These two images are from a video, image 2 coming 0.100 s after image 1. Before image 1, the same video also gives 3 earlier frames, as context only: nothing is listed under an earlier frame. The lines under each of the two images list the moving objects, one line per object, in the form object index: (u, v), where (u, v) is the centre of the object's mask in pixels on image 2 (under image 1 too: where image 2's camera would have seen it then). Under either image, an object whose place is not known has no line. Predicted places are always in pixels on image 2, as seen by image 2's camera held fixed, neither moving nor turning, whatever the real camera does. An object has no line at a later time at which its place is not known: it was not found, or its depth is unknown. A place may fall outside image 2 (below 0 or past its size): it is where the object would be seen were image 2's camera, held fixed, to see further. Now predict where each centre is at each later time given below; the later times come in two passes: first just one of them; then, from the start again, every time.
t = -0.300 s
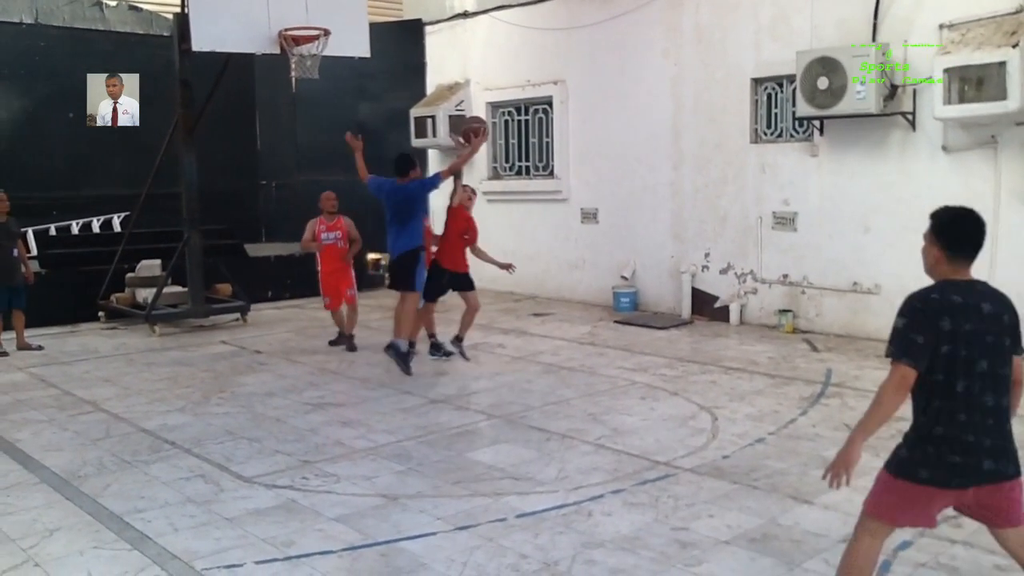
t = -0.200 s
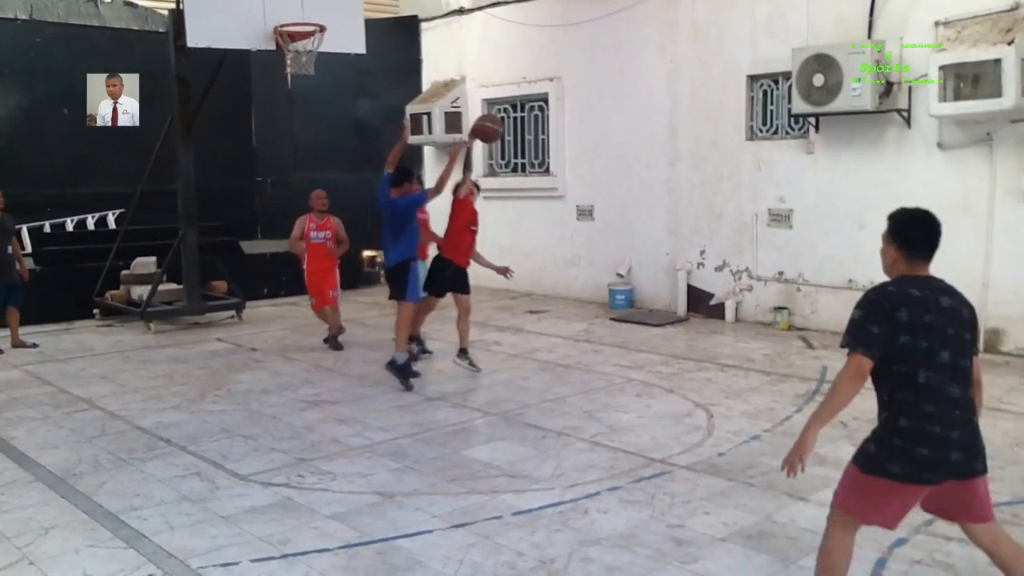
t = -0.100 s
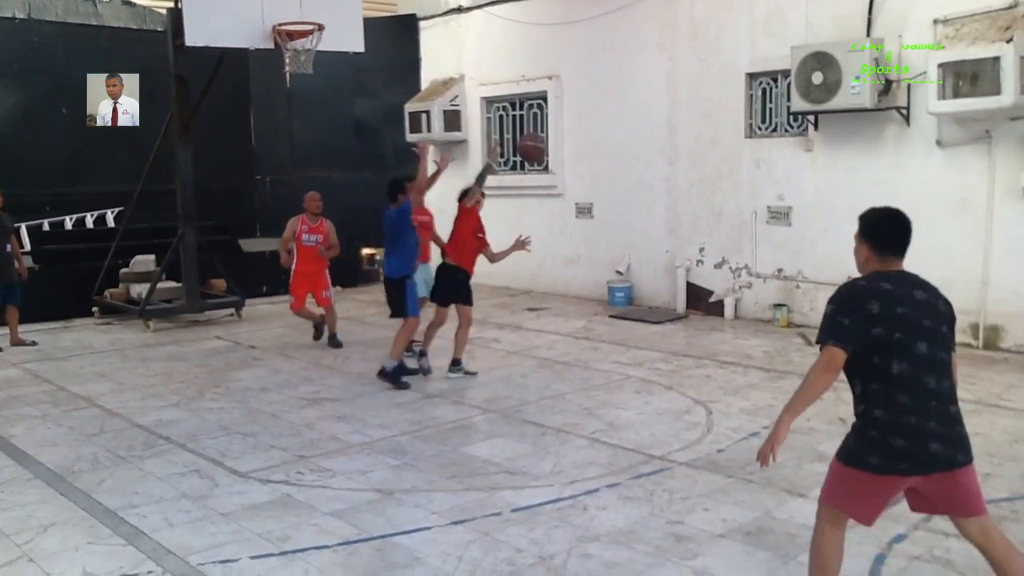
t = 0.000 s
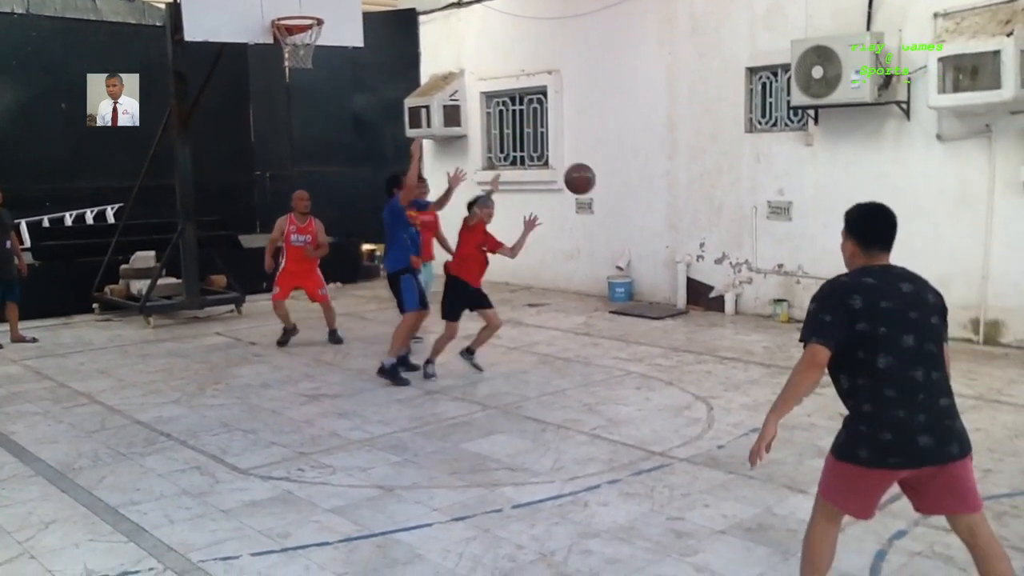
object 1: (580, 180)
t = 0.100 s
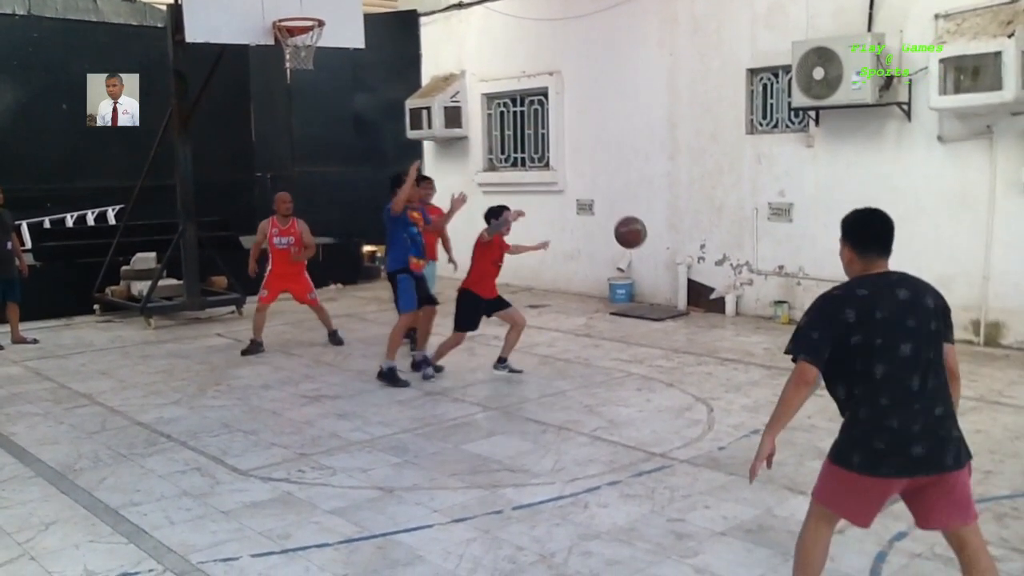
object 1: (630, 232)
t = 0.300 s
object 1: (738, 387)
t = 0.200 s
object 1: (682, 301)
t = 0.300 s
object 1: (738, 387)
